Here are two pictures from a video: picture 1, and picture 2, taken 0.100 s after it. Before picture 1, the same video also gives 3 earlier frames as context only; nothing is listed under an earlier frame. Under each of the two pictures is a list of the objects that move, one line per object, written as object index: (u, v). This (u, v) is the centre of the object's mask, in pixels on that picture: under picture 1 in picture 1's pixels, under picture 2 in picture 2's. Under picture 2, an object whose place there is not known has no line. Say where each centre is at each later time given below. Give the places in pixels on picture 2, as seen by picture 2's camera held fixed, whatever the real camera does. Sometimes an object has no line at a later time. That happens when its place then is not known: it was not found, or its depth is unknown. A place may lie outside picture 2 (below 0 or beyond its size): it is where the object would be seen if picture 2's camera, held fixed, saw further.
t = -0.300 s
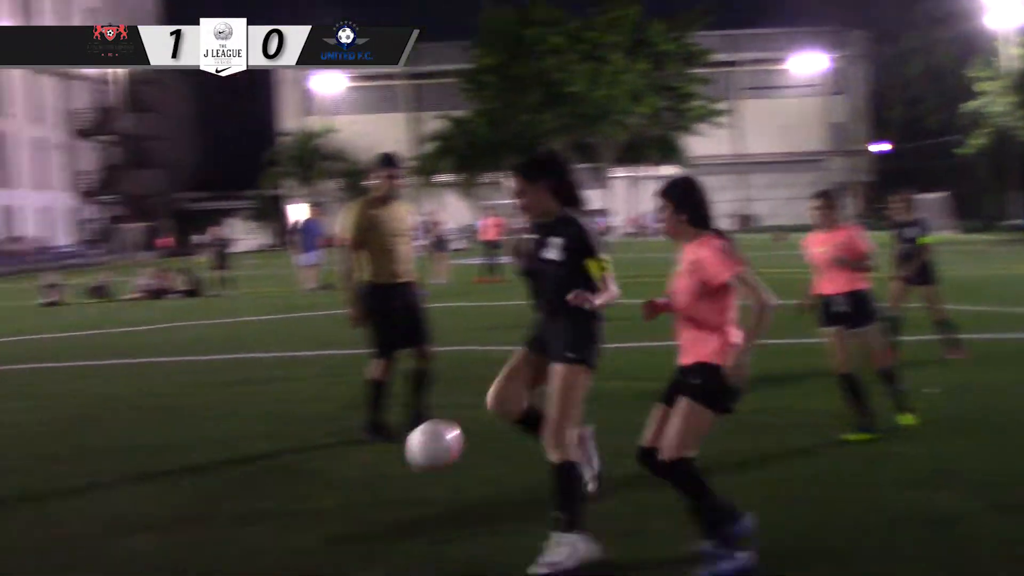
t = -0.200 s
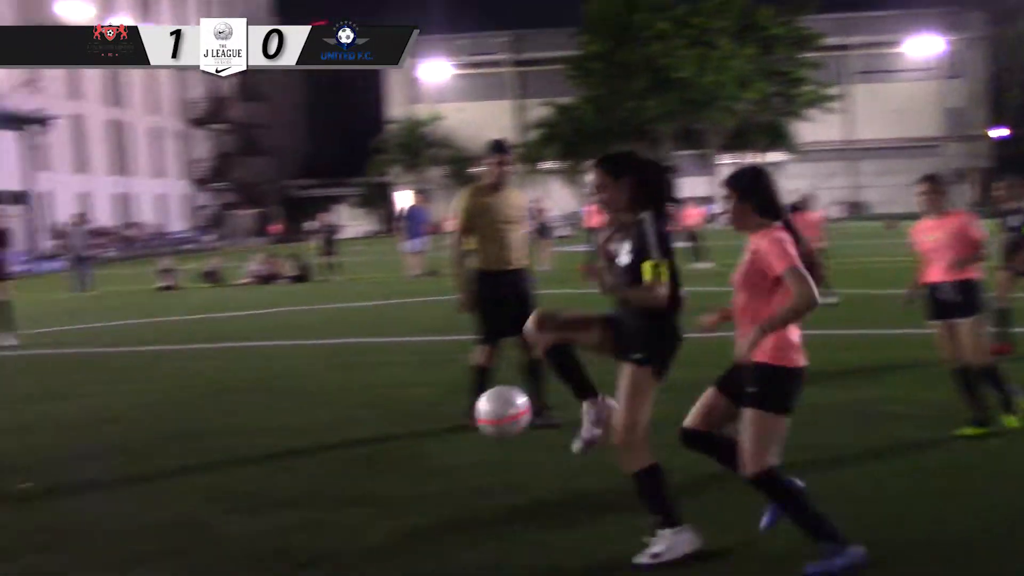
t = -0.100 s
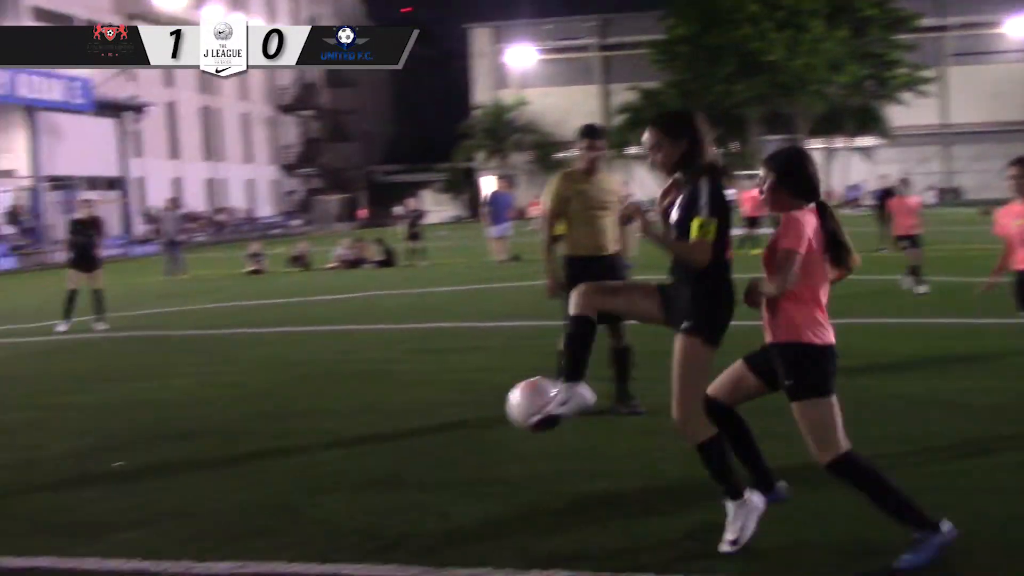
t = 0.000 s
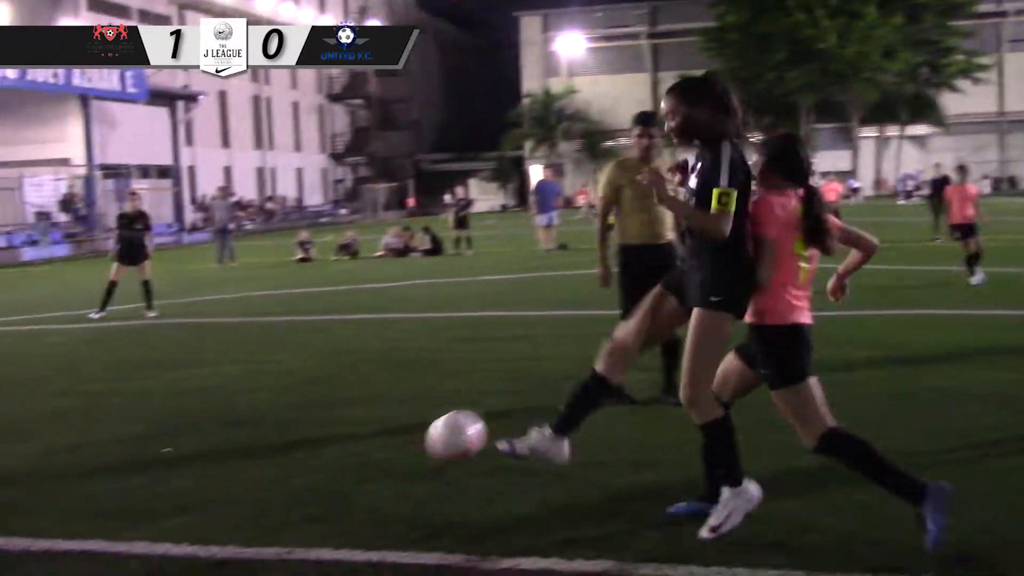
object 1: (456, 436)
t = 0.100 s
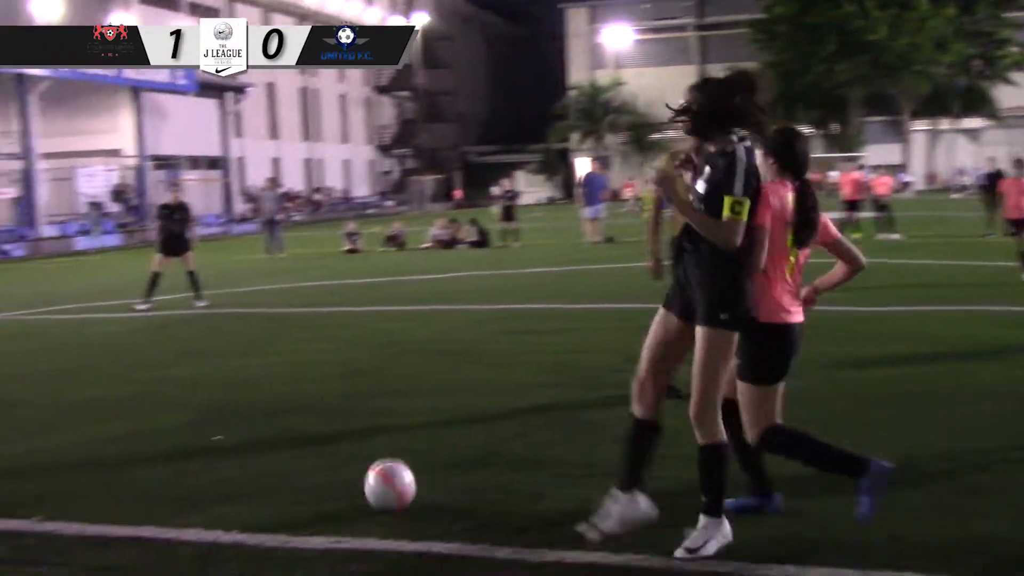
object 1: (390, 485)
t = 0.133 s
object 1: (363, 468)
